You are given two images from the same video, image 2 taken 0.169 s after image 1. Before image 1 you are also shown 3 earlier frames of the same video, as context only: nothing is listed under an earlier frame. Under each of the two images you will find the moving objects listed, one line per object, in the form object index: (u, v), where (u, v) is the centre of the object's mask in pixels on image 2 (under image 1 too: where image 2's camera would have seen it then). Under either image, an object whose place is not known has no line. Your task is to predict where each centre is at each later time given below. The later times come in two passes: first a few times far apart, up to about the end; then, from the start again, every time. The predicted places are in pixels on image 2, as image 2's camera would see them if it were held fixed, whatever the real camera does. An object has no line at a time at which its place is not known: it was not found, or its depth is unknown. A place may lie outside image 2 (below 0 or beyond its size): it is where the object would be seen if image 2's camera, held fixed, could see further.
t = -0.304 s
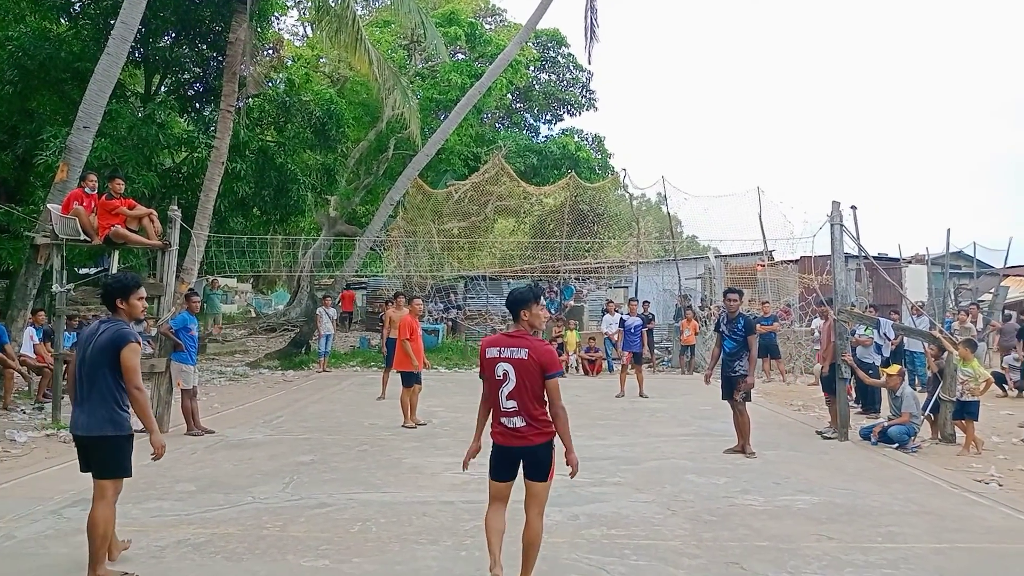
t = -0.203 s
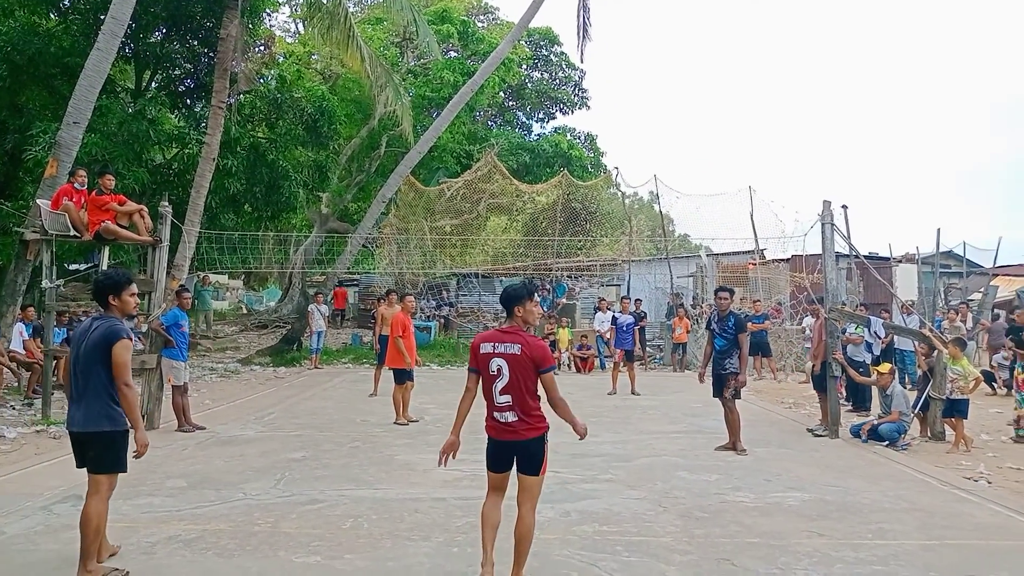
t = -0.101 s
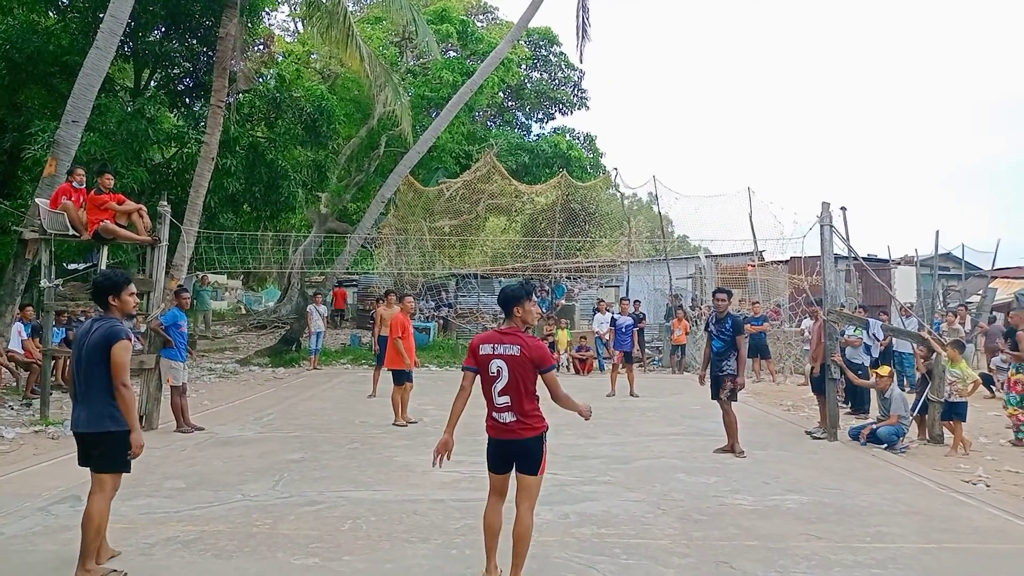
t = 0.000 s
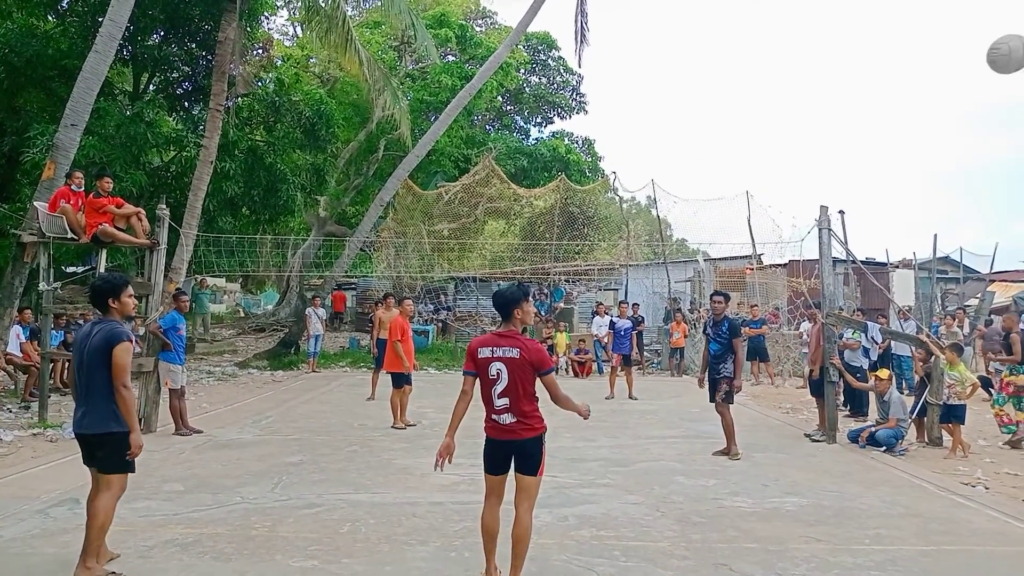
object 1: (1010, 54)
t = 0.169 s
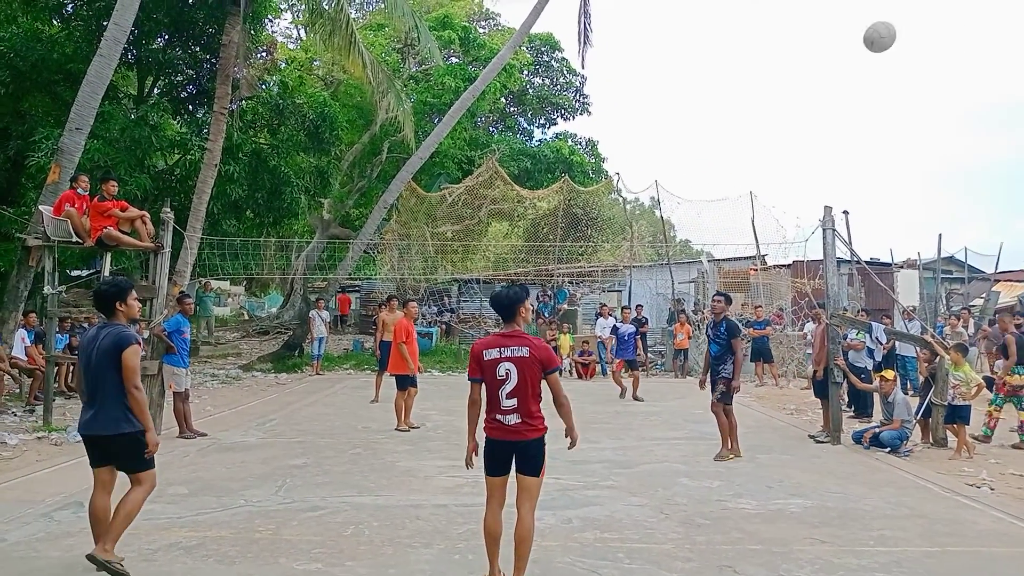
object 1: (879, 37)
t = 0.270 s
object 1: (825, 47)
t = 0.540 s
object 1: (733, 116)
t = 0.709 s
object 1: (697, 175)
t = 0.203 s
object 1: (860, 40)
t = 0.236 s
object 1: (841, 44)
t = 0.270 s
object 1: (825, 47)
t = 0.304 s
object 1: (811, 54)
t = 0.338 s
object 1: (798, 60)
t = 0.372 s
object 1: (785, 68)
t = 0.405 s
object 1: (773, 76)
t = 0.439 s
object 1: (762, 86)
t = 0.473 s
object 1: (752, 95)
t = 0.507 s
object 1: (742, 106)
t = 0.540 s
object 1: (733, 116)
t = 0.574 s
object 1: (725, 128)
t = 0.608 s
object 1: (717, 139)
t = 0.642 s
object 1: (710, 151)
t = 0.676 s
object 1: (703, 163)
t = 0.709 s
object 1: (697, 175)
